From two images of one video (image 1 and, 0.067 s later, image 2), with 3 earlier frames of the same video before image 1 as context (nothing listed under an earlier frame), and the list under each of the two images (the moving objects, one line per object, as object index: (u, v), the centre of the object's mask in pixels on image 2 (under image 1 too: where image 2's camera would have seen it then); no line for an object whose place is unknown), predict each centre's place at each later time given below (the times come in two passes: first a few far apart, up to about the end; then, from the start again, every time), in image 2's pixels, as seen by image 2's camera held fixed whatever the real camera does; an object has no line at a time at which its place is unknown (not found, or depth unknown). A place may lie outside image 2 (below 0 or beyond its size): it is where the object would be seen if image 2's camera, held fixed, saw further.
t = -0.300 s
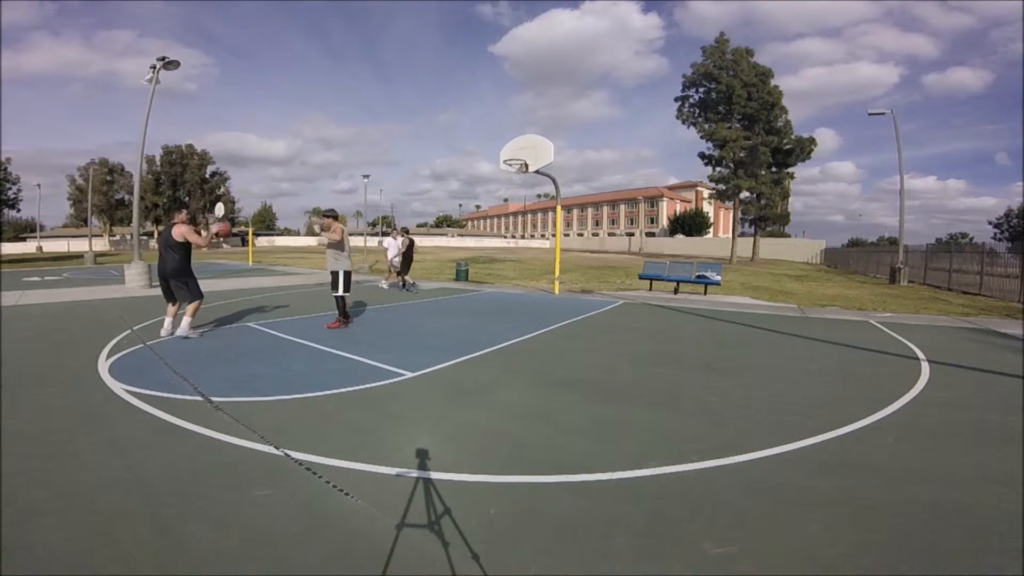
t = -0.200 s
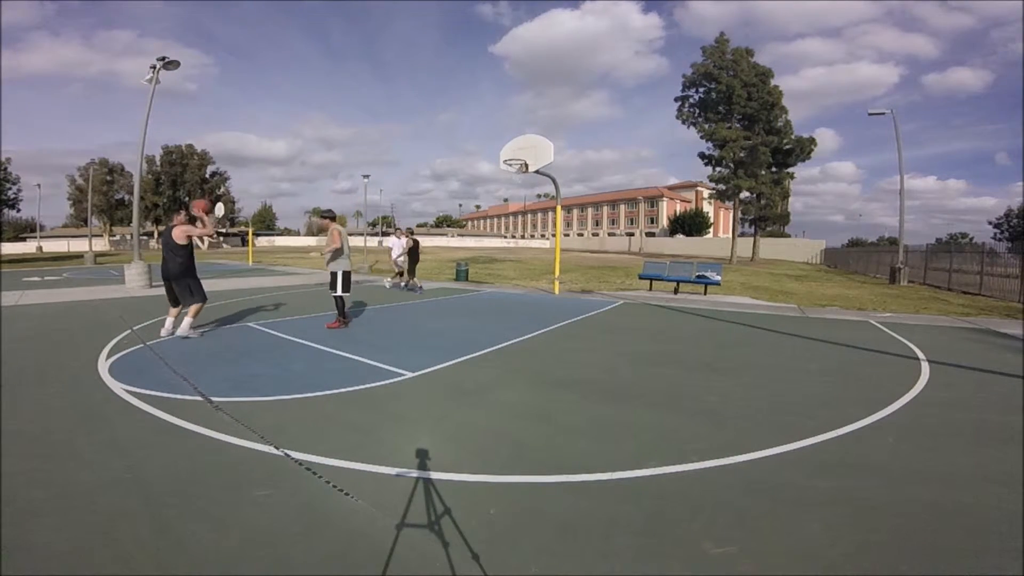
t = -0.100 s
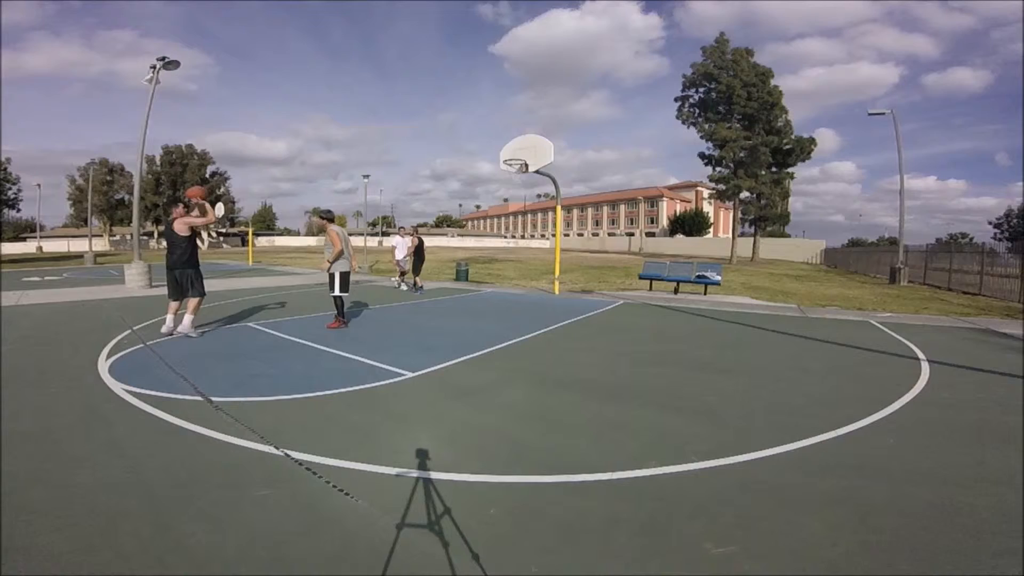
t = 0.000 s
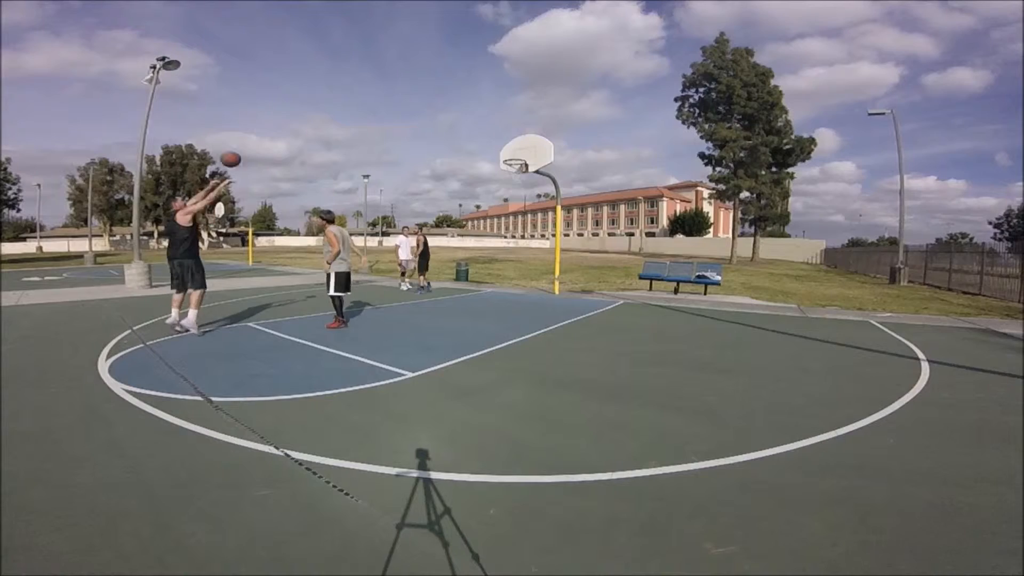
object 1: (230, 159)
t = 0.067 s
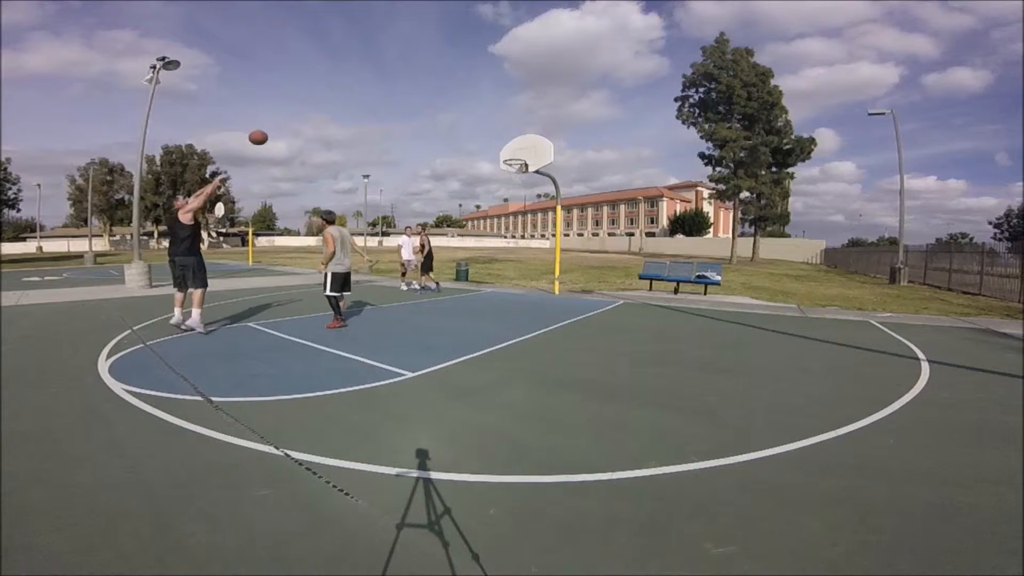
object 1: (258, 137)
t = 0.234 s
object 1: (320, 101)
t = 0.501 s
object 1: (398, 84)
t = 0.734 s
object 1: (451, 96)
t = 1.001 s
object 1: (500, 138)
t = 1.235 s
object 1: (519, 184)
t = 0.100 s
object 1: (271, 128)
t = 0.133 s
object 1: (284, 120)
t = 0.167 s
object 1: (296, 113)
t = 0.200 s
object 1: (308, 107)
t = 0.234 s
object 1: (320, 101)
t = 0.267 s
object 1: (331, 97)
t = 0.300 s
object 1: (341, 93)
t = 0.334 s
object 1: (352, 90)
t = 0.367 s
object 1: (362, 88)
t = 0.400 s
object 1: (371, 86)
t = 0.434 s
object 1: (380, 84)
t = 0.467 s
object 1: (389, 84)
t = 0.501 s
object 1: (398, 84)
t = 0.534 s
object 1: (406, 84)
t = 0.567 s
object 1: (414, 85)
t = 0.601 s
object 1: (422, 86)
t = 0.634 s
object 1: (430, 88)
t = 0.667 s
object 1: (437, 90)
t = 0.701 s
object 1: (444, 93)
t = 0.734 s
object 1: (451, 96)
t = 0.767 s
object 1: (458, 100)
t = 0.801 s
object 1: (464, 104)
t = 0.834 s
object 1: (470, 109)
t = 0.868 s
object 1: (477, 114)
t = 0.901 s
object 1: (482, 119)
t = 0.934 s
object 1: (488, 125)
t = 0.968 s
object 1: (494, 131)
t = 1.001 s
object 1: (500, 138)
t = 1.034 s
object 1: (505, 145)
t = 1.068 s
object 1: (510, 152)
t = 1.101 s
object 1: (516, 160)
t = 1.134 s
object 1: (522, 168)
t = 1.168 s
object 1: (521, 172)
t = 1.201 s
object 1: (520, 178)
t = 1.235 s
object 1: (519, 184)
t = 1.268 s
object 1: (518, 190)
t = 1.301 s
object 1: (518, 197)
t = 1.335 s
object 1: (517, 203)
